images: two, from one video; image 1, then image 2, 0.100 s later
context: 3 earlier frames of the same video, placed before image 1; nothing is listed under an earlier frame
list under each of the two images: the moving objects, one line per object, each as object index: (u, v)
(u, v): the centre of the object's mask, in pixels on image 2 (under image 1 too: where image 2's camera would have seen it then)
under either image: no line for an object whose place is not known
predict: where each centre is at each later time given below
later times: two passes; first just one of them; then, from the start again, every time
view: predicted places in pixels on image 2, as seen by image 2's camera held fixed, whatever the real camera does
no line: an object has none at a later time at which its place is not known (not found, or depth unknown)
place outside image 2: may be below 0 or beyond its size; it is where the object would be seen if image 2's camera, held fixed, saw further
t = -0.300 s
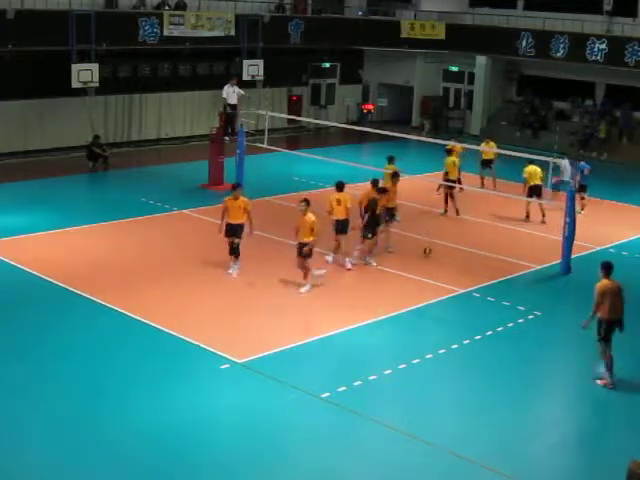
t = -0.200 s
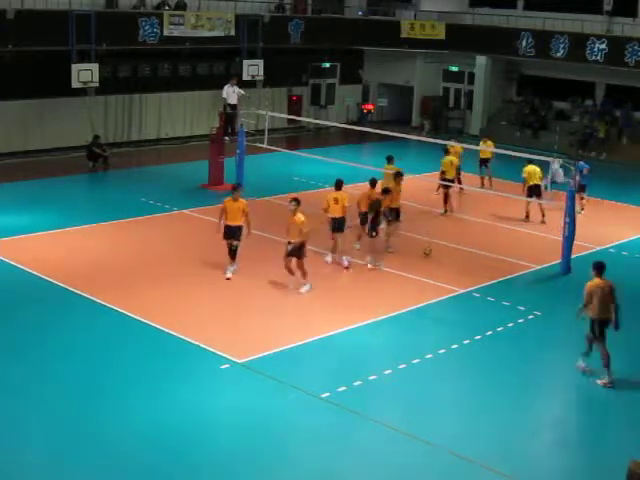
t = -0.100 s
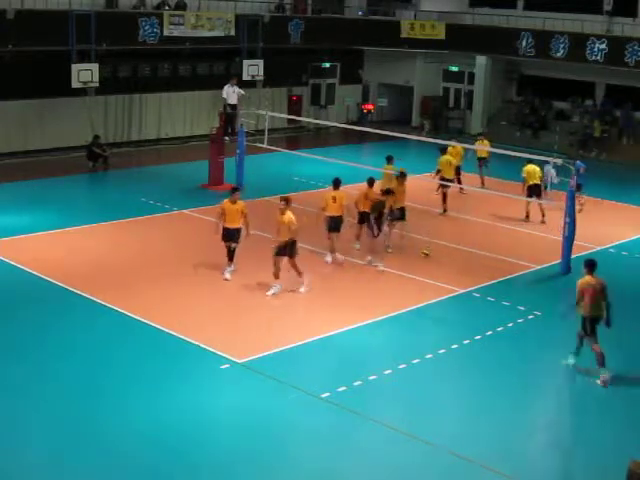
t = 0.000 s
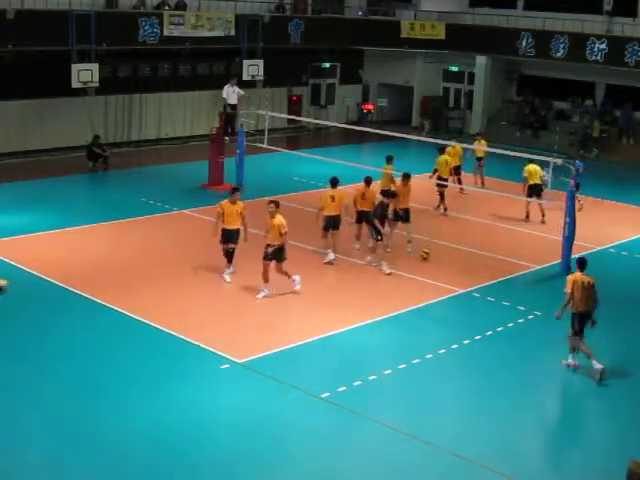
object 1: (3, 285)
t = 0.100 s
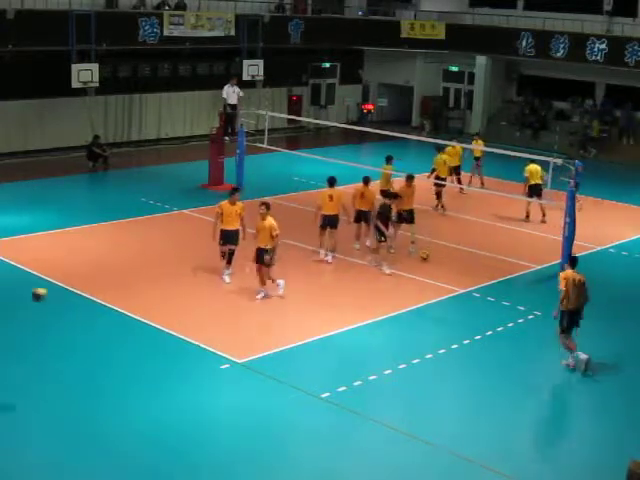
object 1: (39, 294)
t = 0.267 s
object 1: (93, 315)
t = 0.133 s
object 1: (51, 297)
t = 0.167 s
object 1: (62, 301)
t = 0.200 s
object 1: (72, 306)
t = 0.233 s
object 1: (83, 311)
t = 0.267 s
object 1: (93, 315)
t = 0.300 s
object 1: (104, 324)
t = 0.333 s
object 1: (112, 330)
